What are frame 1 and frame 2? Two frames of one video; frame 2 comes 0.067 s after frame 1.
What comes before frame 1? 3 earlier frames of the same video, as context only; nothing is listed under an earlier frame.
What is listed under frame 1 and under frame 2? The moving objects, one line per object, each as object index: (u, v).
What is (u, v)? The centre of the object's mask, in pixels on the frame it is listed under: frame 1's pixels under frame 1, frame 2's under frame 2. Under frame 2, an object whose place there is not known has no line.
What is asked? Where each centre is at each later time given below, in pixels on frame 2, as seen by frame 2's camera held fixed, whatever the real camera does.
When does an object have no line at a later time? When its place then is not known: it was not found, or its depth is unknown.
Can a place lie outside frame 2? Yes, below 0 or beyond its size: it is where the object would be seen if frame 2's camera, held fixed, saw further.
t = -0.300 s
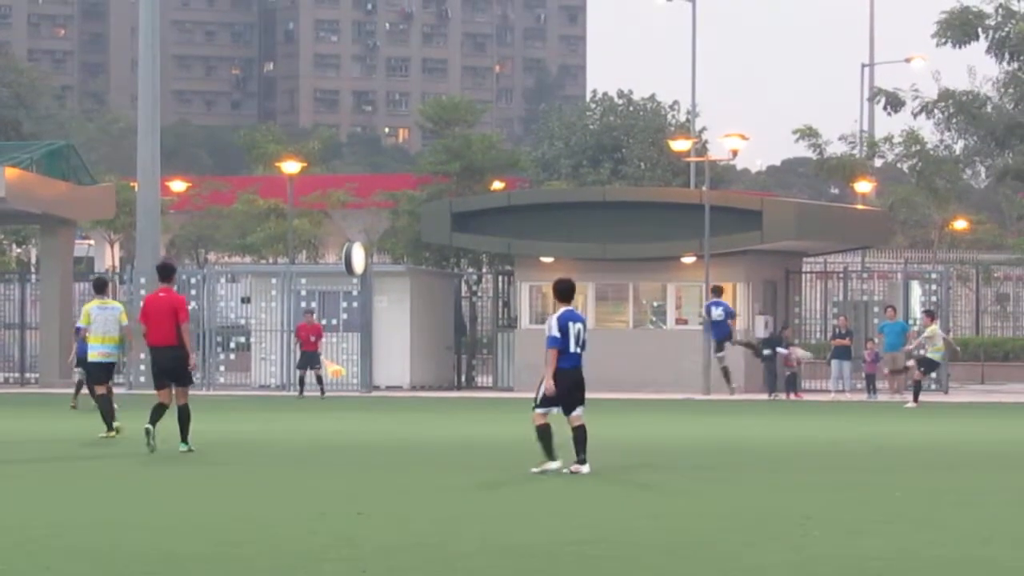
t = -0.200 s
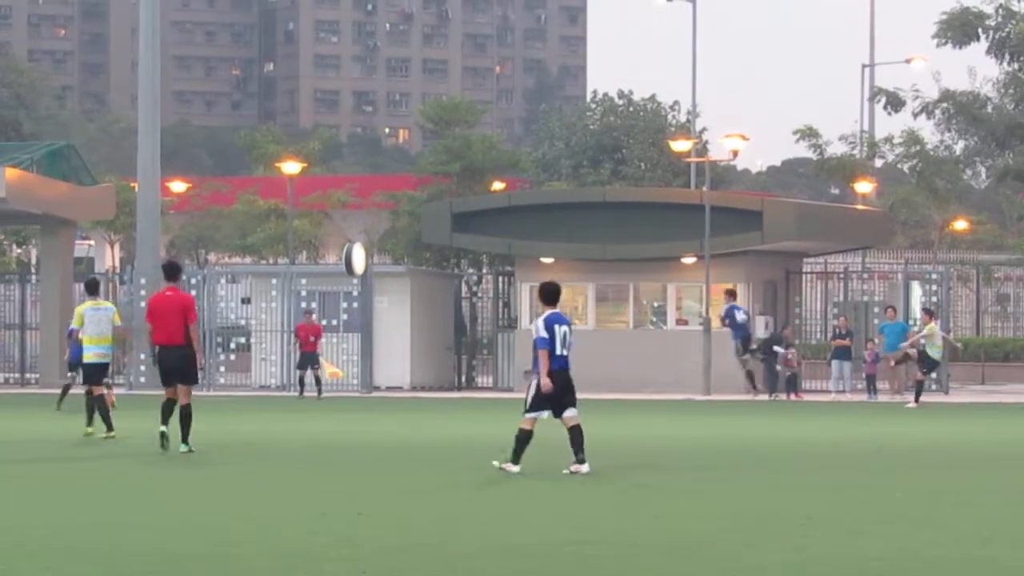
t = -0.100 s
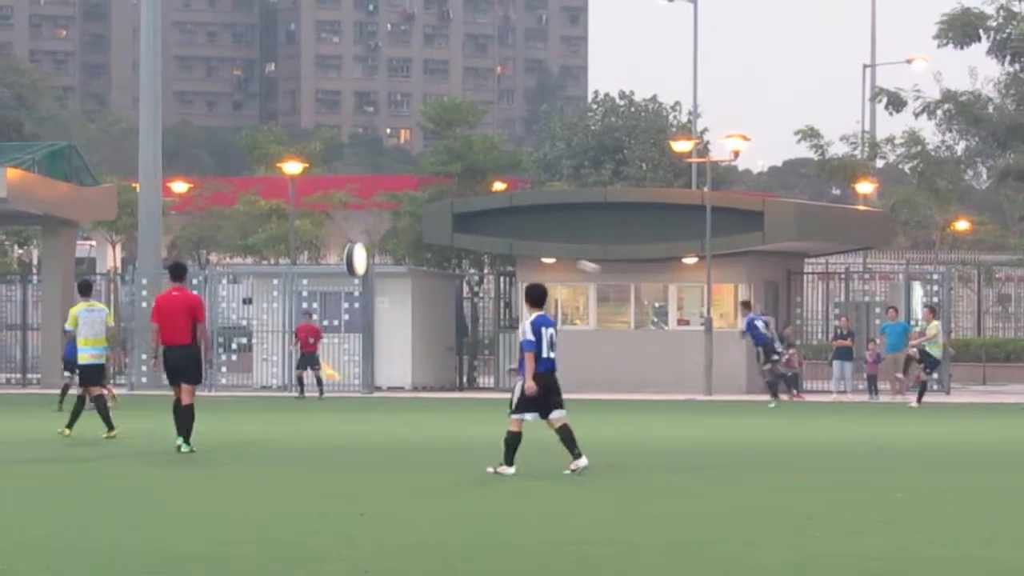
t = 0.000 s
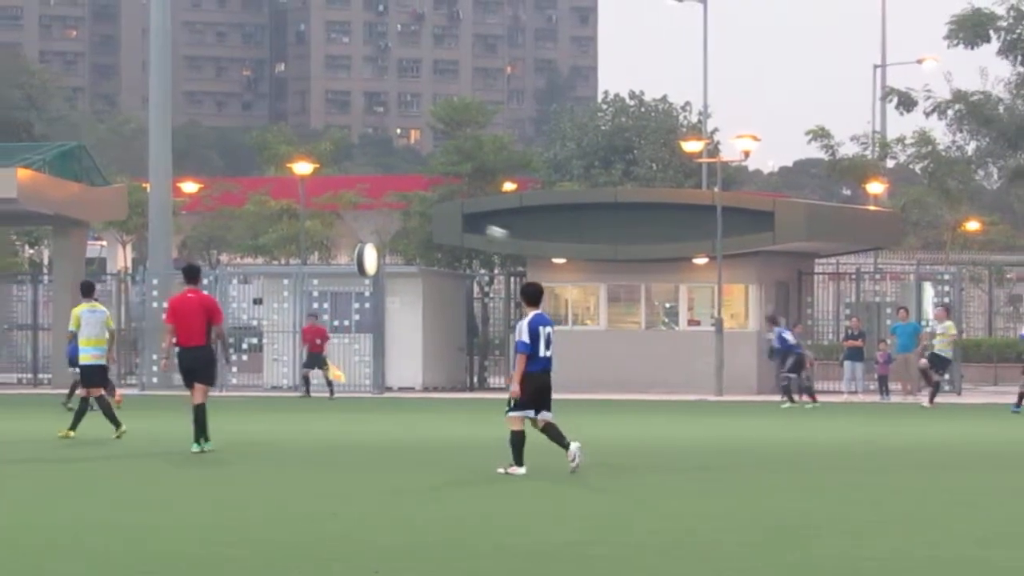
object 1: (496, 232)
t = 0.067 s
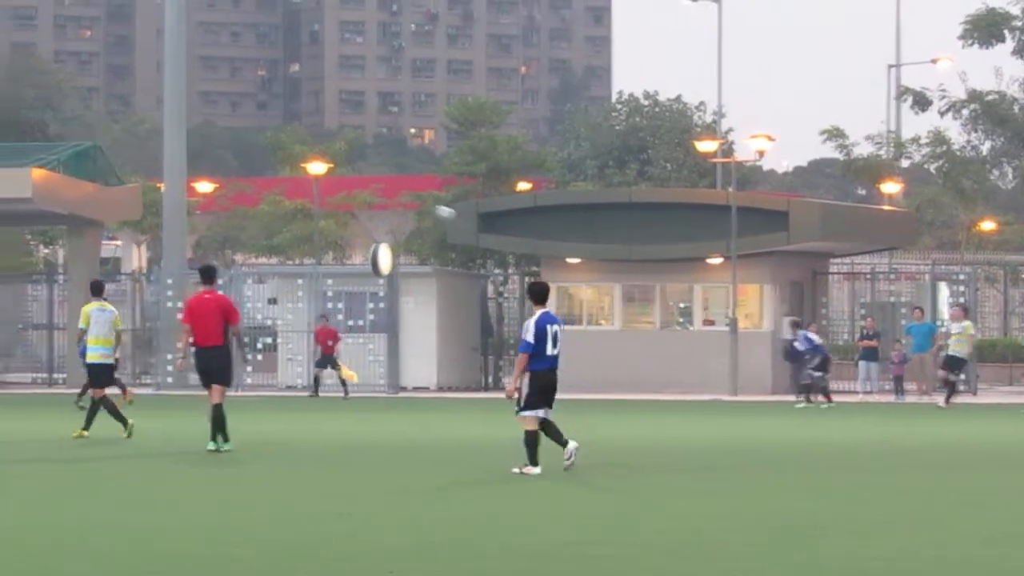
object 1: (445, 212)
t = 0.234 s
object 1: (283, 175)
